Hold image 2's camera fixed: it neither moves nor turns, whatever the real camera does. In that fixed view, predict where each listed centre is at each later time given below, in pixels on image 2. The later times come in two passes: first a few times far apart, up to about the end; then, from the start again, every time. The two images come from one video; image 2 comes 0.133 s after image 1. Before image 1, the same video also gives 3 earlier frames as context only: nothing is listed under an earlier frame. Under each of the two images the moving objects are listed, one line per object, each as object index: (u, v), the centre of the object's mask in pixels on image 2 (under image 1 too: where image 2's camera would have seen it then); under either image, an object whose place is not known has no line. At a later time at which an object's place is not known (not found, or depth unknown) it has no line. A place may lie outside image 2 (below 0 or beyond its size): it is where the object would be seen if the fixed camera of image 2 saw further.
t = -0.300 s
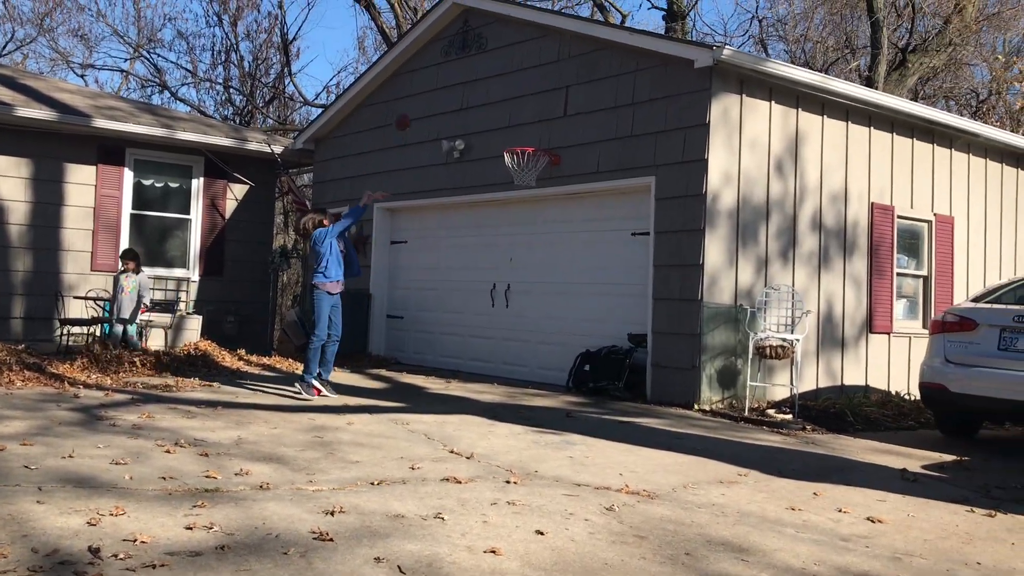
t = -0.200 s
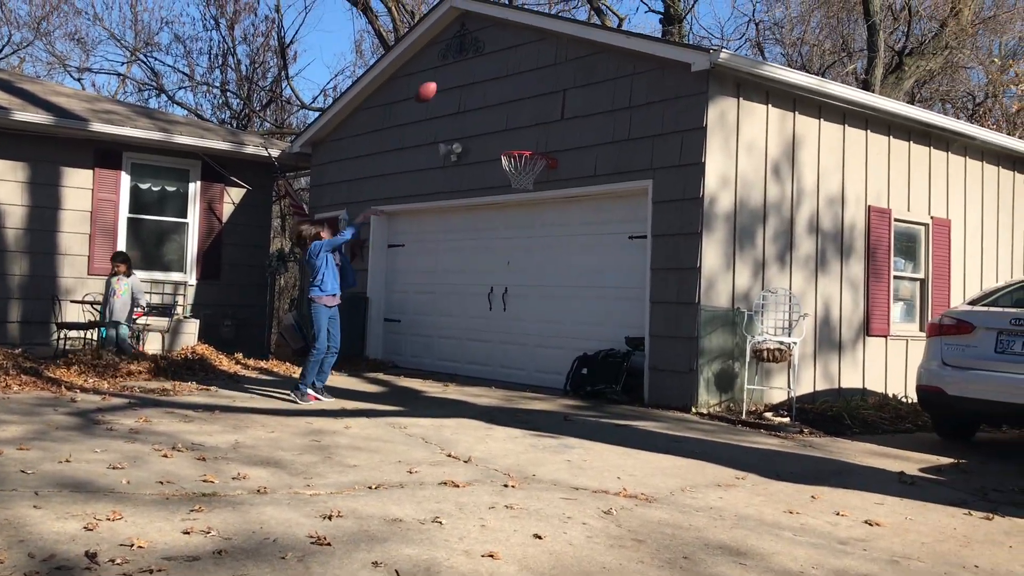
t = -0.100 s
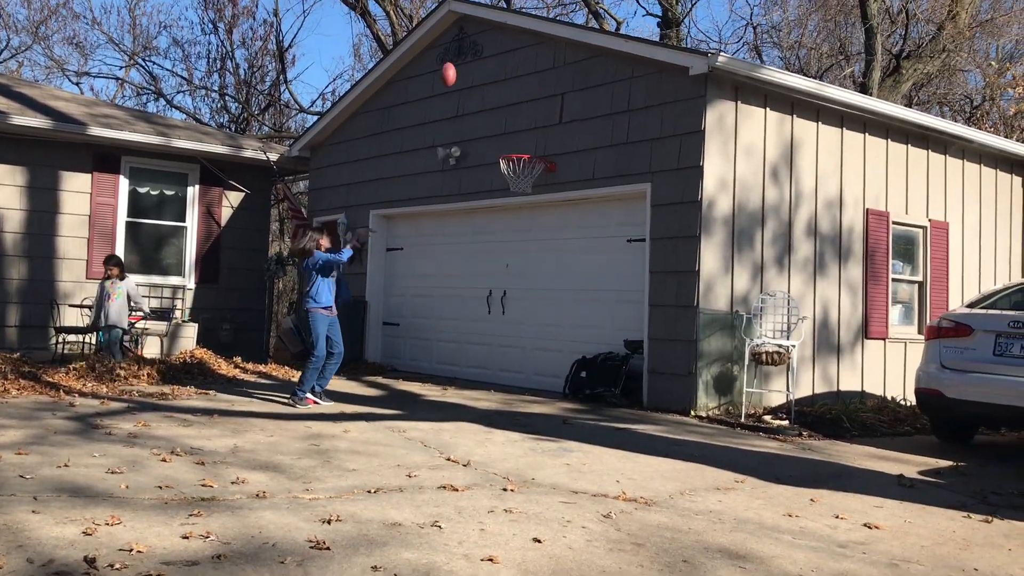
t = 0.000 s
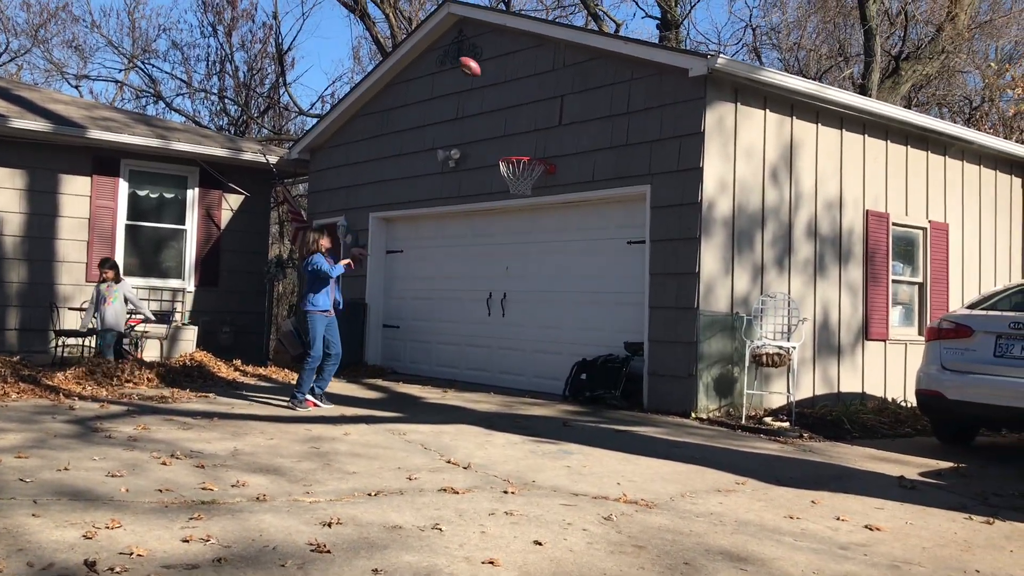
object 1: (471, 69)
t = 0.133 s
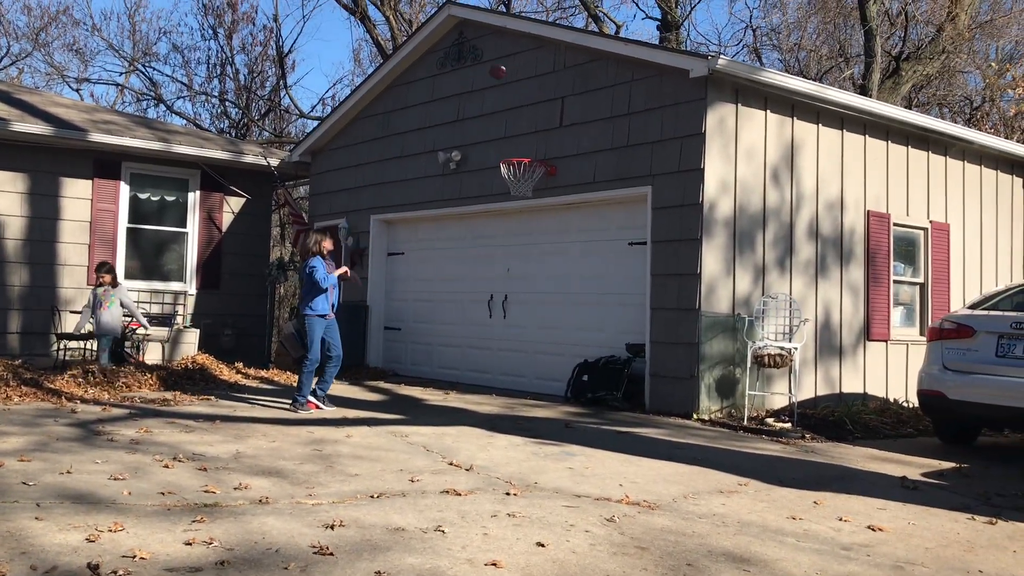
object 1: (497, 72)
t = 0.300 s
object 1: (528, 97)
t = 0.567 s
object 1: (520, 155)
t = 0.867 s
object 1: (495, 301)
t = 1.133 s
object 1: (506, 364)
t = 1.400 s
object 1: (549, 356)
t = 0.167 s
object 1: (504, 74)
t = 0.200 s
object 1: (510, 78)
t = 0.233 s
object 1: (517, 83)
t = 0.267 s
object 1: (521, 90)
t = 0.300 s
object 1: (528, 97)
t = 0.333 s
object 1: (533, 105)
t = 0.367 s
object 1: (540, 114)
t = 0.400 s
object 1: (539, 120)
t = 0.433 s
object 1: (535, 125)
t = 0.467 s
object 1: (532, 132)
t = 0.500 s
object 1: (528, 141)
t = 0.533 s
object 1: (525, 149)
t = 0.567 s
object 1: (520, 155)
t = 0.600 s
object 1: (521, 172)
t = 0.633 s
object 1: (515, 179)
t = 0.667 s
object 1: (513, 200)
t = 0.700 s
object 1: (510, 212)
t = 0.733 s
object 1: (506, 227)
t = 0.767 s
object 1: (504, 243)
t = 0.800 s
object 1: (501, 261)
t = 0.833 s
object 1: (498, 280)
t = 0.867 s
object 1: (495, 301)
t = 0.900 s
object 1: (492, 322)
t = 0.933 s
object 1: (489, 344)
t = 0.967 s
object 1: (487, 367)
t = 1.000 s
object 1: (483, 392)
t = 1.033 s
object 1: (489, 384)
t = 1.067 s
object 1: (495, 376)
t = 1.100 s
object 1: (501, 369)
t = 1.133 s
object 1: (506, 364)
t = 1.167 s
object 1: (512, 359)
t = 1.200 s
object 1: (517, 356)
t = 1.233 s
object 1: (523, 353)
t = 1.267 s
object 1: (528, 352)
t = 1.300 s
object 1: (534, 351)
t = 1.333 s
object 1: (539, 352)
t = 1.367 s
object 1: (544, 353)
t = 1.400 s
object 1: (549, 356)
